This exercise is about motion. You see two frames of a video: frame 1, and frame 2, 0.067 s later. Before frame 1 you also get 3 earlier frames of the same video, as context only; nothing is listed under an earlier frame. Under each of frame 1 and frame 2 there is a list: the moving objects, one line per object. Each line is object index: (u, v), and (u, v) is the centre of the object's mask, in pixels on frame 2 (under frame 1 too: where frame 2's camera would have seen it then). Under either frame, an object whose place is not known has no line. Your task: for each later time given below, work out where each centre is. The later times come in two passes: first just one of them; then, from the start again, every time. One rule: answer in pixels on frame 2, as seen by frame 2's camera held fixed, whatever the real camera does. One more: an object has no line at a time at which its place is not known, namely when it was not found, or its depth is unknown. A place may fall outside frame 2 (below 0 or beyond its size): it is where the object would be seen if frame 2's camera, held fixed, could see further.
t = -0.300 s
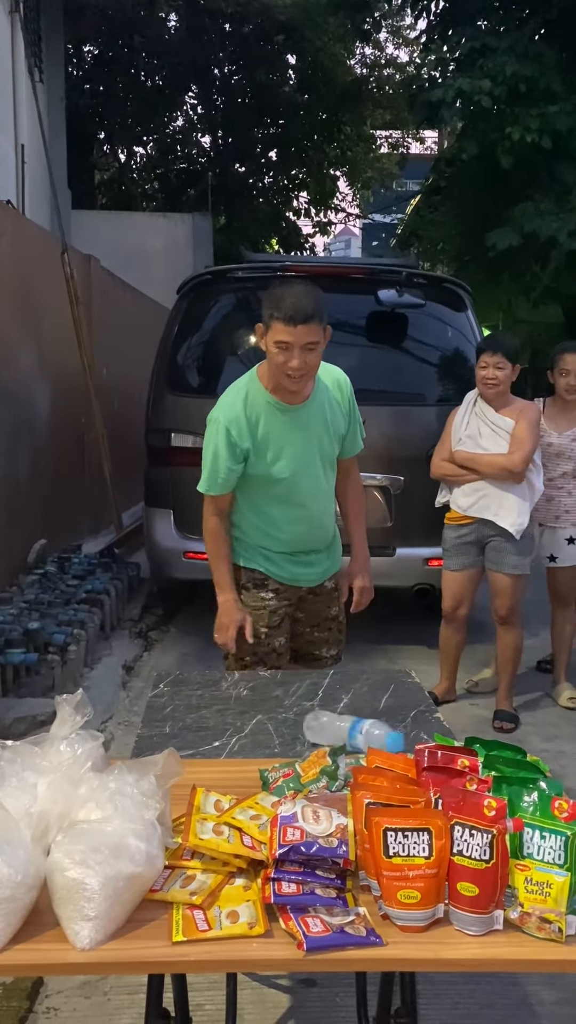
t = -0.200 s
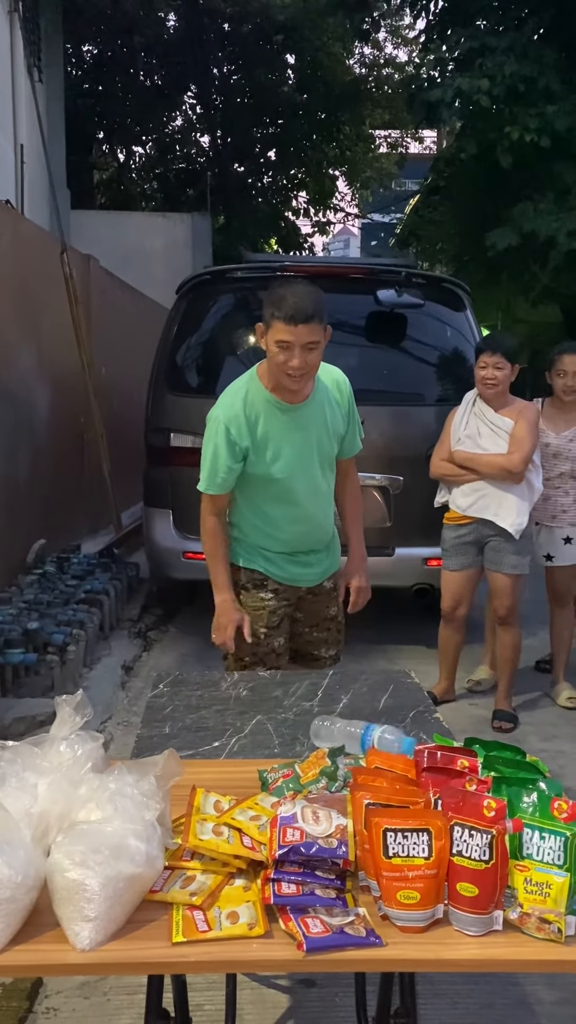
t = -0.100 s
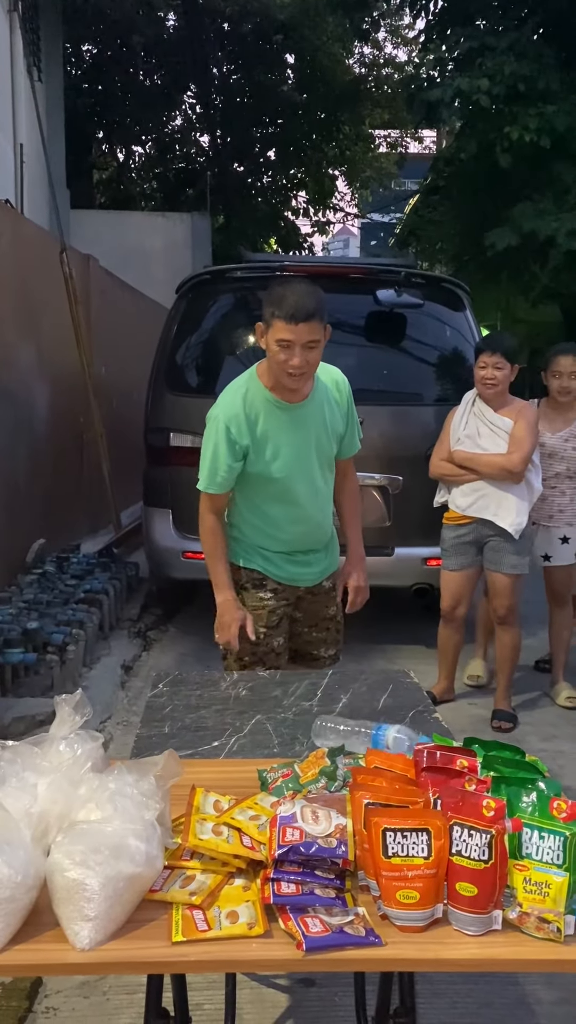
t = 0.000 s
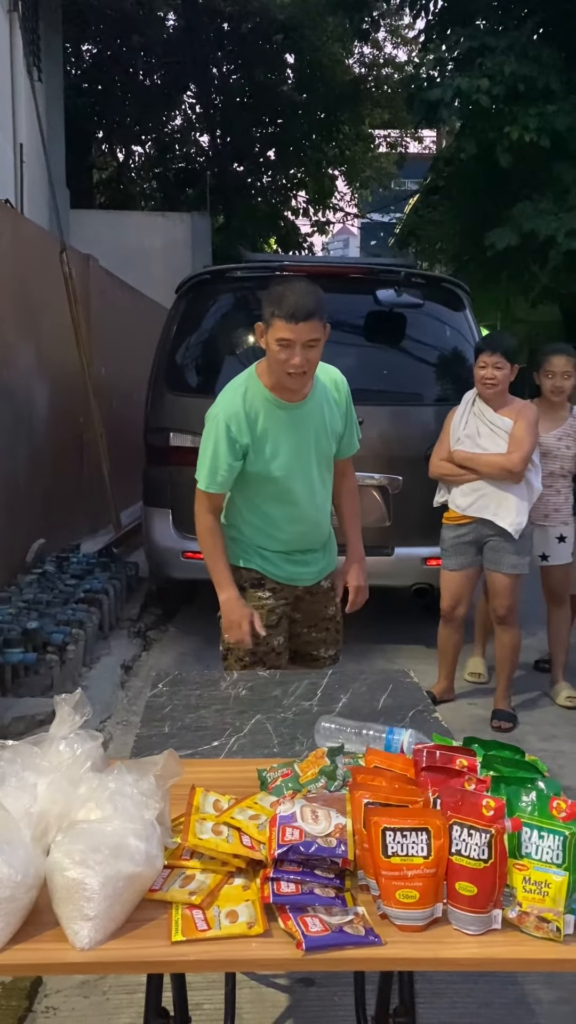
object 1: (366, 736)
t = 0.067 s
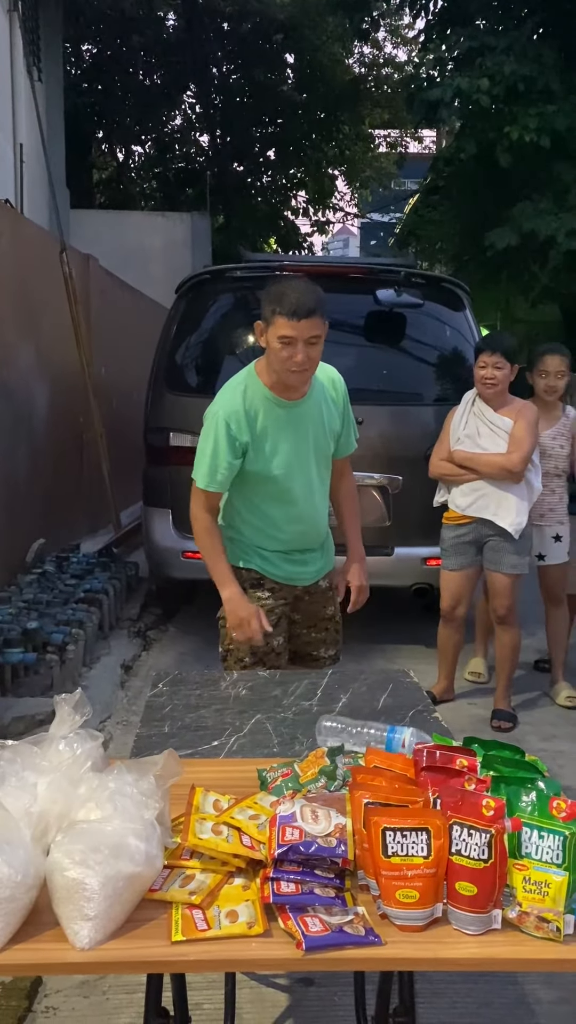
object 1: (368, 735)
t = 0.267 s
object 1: (374, 732)
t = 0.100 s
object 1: (369, 735)
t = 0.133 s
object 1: (371, 734)
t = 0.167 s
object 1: (372, 733)
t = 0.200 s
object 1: (372, 732)
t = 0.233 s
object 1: (373, 732)
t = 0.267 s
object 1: (374, 732)
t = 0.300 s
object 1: (376, 731)
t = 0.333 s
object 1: (378, 730)
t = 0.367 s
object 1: (378, 731)
